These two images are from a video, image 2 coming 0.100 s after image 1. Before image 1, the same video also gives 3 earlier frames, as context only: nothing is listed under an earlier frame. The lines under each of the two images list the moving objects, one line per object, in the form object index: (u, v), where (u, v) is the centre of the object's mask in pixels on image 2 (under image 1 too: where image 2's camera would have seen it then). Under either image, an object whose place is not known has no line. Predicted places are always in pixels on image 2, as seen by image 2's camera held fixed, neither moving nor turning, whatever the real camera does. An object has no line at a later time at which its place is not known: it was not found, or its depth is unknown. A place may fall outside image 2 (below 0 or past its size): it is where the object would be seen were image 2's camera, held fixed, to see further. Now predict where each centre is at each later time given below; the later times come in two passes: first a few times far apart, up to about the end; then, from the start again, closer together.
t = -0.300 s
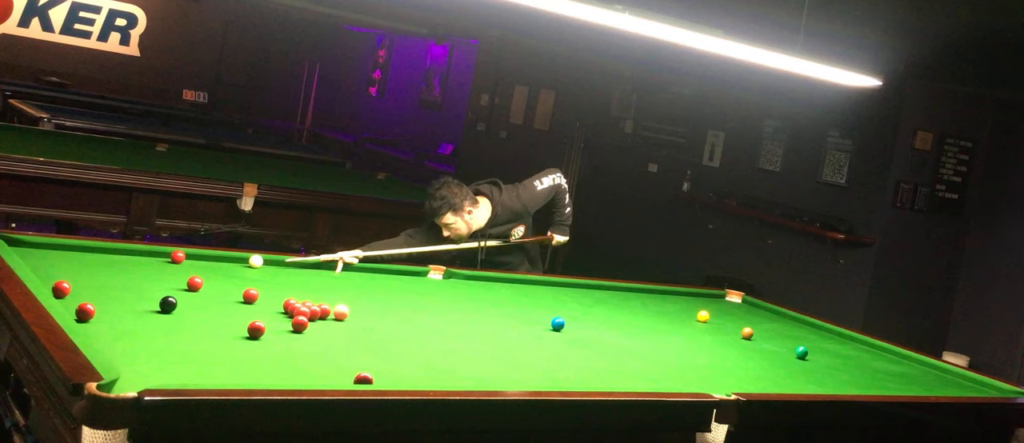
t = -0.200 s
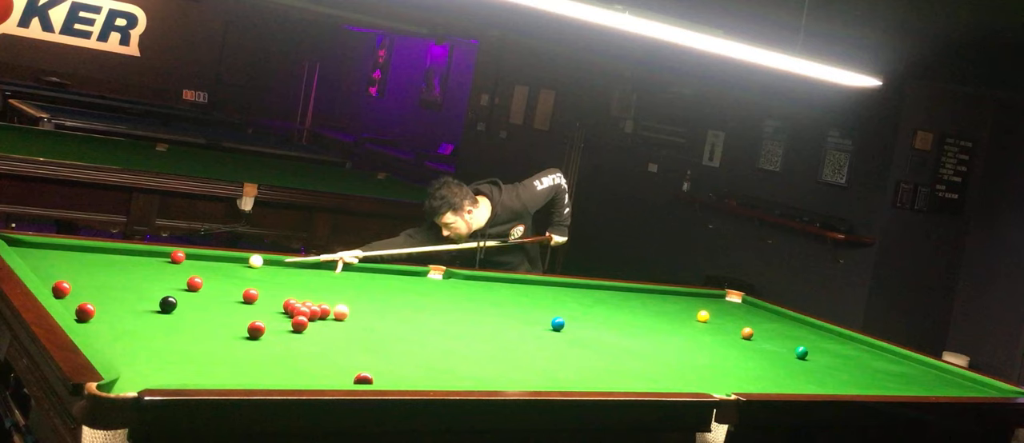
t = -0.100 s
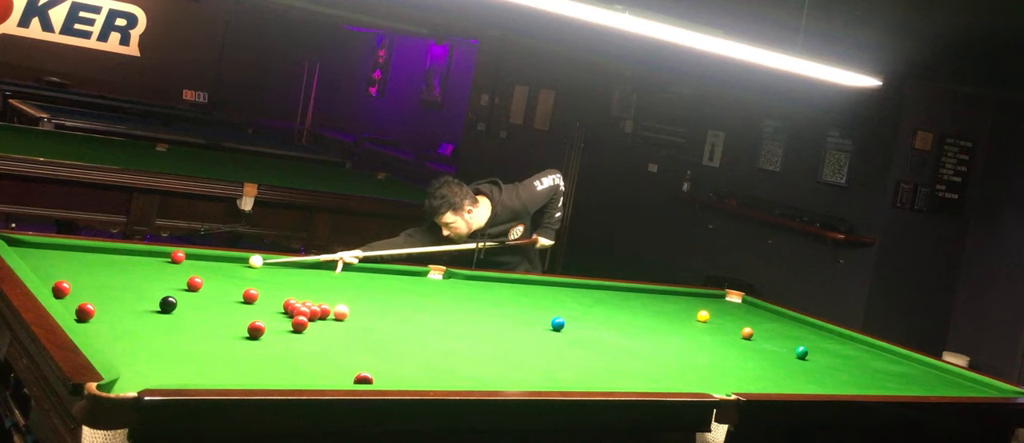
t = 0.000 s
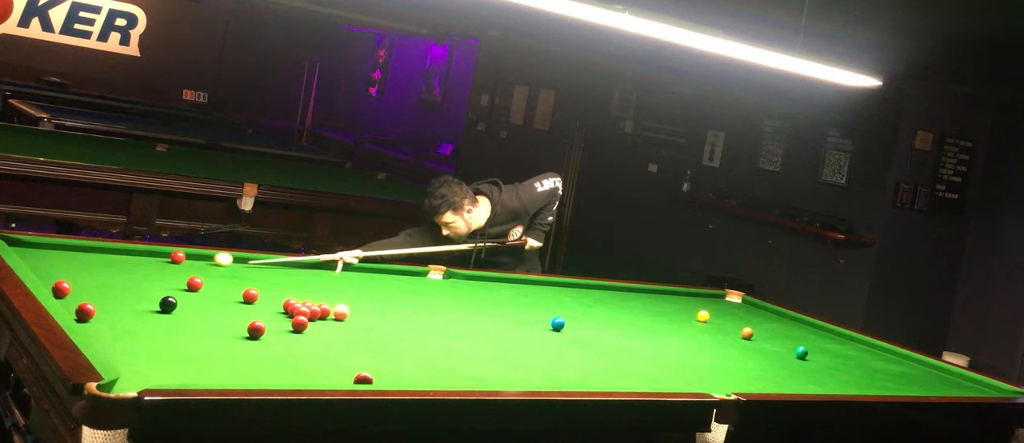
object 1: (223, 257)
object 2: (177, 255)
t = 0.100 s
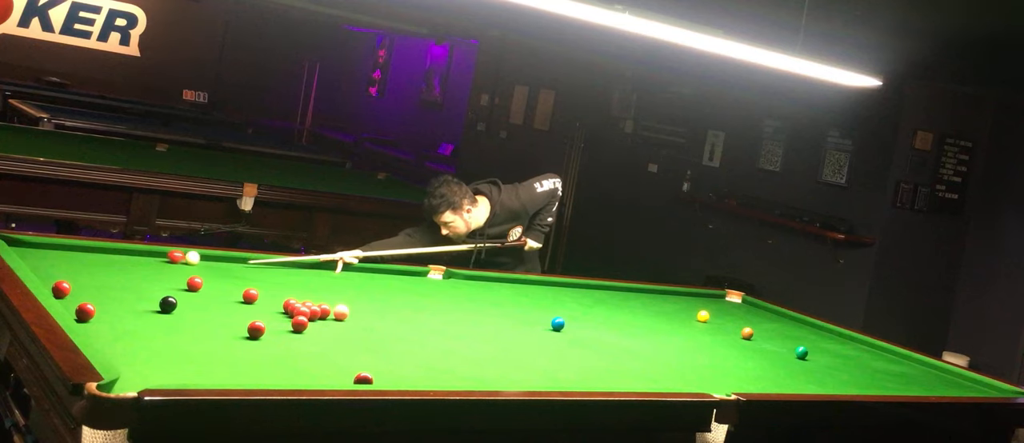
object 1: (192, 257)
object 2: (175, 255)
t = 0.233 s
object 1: (189, 259)
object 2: (138, 253)
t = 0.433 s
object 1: (182, 260)
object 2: (91, 249)
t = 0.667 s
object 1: (174, 262)
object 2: (38, 244)
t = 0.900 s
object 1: (167, 263)
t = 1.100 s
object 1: (162, 265)
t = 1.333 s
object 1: (156, 266)
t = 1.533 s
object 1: (152, 267)
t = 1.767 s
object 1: (149, 268)
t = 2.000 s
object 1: (145, 269)
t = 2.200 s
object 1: (142, 270)
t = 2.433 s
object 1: (140, 270)
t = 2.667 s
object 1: (138, 270)
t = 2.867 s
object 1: (138, 270)
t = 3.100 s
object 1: (138, 270)
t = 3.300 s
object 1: (138, 270)
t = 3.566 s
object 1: (138, 270)
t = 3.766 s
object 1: (138, 270)
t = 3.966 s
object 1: (138, 270)
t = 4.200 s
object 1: (138, 270)
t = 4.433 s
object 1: (138, 270)
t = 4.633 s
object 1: (138, 270)
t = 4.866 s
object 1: (138, 270)
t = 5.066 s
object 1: (138, 270)
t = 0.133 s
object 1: (192, 258)
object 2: (165, 255)
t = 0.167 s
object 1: (191, 258)
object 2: (155, 254)
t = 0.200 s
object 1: (190, 259)
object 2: (146, 253)
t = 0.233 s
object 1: (189, 259)
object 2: (138, 253)
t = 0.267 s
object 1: (188, 259)
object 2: (130, 252)
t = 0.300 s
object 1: (187, 259)
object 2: (122, 251)
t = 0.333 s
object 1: (185, 259)
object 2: (114, 251)
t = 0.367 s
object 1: (184, 260)
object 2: (107, 250)
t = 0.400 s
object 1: (183, 260)
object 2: (99, 249)
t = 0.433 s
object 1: (182, 260)
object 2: (91, 249)
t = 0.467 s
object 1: (181, 261)
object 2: (84, 248)
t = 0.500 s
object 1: (180, 261)
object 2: (77, 247)
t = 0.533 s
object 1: (178, 261)
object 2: (69, 246)
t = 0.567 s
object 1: (178, 261)
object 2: (61, 246)
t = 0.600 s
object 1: (176, 261)
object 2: (54, 245)
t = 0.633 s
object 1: (175, 262)
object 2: (46, 244)
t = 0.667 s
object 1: (174, 262)
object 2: (38, 244)
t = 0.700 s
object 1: (173, 262)
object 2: (31, 243)
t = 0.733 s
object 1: (172, 262)
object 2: (22, 242)
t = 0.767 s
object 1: (171, 263)
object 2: (15, 241)
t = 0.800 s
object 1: (170, 263)
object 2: (10, 239)
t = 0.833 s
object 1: (169, 263)
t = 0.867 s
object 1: (168, 263)
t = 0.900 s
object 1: (167, 263)
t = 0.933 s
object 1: (167, 264)
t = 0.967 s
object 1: (166, 264)
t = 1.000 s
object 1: (165, 264)
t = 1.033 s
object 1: (164, 264)
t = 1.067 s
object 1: (163, 264)
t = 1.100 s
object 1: (162, 265)
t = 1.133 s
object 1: (161, 265)
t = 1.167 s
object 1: (160, 265)
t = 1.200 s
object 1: (160, 265)
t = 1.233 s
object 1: (159, 265)
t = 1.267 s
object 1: (158, 265)
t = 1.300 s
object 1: (157, 266)
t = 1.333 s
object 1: (156, 266)
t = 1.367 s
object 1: (156, 266)
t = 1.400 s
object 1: (155, 266)
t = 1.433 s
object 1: (154, 266)
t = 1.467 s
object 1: (154, 266)
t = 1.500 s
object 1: (153, 267)
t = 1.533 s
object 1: (152, 267)
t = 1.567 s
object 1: (152, 267)
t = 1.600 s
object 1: (151, 267)
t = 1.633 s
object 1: (150, 267)
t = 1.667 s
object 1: (150, 268)
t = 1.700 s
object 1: (149, 268)
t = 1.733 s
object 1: (149, 268)
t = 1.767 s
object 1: (149, 268)
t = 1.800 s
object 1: (148, 268)
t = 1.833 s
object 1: (147, 268)
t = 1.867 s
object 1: (147, 268)
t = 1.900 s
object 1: (146, 268)
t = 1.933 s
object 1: (145, 269)
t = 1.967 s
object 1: (145, 269)
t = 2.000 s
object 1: (145, 269)
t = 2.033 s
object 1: (144, 269)
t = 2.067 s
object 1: (144, 269)
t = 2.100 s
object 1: (143, 269)
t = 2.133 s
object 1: (143, 269)
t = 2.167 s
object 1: (143, 269)
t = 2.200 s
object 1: (142, 270)
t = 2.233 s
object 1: (142, 270)
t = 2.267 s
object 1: (141, 270)
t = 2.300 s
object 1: (141, 270)
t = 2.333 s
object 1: (140, 270)
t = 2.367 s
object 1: (140, 270)
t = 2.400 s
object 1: (140, 270)
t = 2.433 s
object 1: (140, 270)
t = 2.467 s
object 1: (140, 270)
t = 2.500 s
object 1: (139, 270)
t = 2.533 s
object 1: (139, 270)
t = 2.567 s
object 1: (139, 270)
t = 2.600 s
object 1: (139, 270)
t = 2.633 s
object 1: (138, 270)
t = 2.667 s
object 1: (138, 270)
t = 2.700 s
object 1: (138, 270)
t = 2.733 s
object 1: (138, 270)
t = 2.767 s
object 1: (138, 270)
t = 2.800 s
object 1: (138, 270)
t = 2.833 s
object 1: (138, 270)
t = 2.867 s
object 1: (138, 270)
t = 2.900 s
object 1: (138, 270)
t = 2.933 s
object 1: (138, 270)
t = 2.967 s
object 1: (138, 270)
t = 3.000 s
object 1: (138, 270)
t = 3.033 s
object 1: (138, 270)
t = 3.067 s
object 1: (138, 270)
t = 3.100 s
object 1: (138, 270)
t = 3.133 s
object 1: (138, 270)
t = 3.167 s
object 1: (138, 270)
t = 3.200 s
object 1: (138, 270)
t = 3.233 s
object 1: (138, 270)
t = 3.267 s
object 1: (138, 270)
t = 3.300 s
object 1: (138, 270)
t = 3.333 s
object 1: (138, 270)
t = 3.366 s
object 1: (138, 270)
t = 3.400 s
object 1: (138, 270)
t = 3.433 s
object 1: (138, 270)
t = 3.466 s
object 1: (138, 270)
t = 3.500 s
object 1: (138, 270)
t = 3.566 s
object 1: (138, 270)
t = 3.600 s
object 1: (138, 270)
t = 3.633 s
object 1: (138, 270)
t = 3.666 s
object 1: (138, 270)
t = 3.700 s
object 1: (138, 270)
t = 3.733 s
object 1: (138, 270)
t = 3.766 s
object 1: (138, 270)
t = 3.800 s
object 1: (138, 270)
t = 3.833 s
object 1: (138, 270)
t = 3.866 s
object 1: (138, 270)
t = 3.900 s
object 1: (138, 270)
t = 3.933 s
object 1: (138, 270)
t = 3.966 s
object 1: (138, 270)
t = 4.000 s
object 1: (138, 270)
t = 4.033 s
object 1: (138, 270)
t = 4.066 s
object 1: (138, 270)
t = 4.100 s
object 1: (138, 270)
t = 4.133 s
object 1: (138, 270)
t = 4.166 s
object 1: (138, 270)
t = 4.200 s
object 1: (138, 270)
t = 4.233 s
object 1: (138, 270)
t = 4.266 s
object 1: (138, 270)
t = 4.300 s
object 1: (138, 270)
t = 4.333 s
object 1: (138, 270)
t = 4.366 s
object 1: (138, 270)
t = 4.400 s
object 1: (138, 270)
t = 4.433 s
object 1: (138, 270)
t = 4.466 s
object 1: (138, 270)
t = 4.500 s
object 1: (138, 270)
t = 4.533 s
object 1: (138, 270)
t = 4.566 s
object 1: (138, 270)
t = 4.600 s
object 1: (138, 270)
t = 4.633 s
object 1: (138, 270)
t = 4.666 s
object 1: (138, 270)
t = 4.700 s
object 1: (138, 270)
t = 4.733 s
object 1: (138, 270)
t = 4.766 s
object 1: (138, 270)
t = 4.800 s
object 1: (138, 270)
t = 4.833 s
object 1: (138, 270)
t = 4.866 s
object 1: (138, 270)
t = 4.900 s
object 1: (138, 270)
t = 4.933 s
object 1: (138, 270)
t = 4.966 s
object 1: (138, 270)
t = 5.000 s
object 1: (138, 270)
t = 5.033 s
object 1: (138, 270)
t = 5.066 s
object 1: (138, 270)
